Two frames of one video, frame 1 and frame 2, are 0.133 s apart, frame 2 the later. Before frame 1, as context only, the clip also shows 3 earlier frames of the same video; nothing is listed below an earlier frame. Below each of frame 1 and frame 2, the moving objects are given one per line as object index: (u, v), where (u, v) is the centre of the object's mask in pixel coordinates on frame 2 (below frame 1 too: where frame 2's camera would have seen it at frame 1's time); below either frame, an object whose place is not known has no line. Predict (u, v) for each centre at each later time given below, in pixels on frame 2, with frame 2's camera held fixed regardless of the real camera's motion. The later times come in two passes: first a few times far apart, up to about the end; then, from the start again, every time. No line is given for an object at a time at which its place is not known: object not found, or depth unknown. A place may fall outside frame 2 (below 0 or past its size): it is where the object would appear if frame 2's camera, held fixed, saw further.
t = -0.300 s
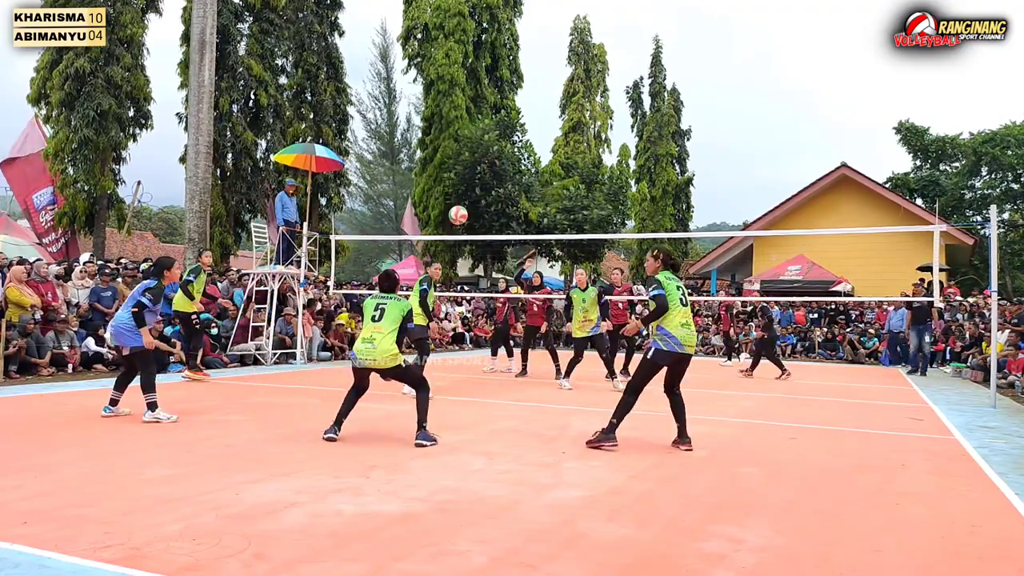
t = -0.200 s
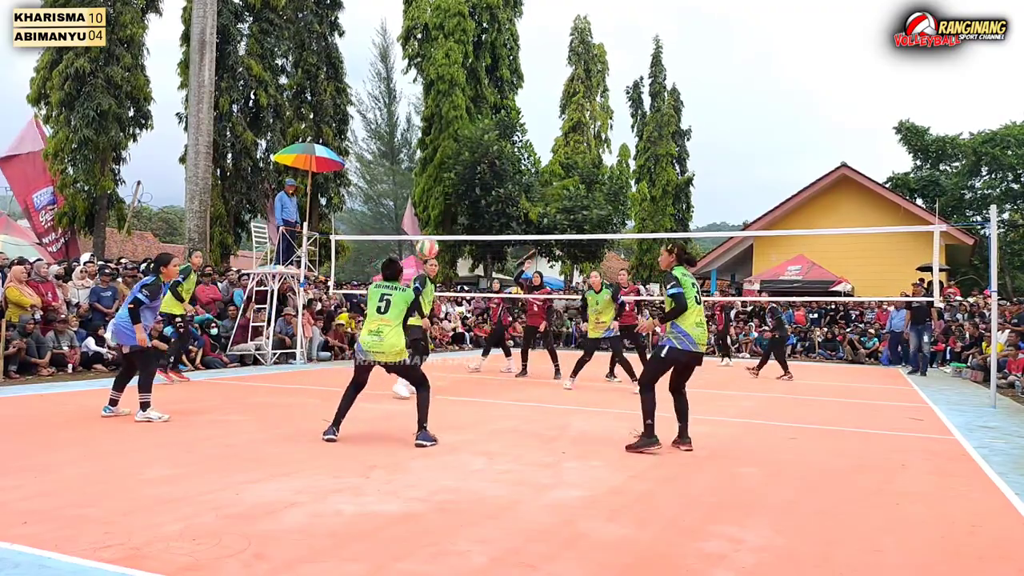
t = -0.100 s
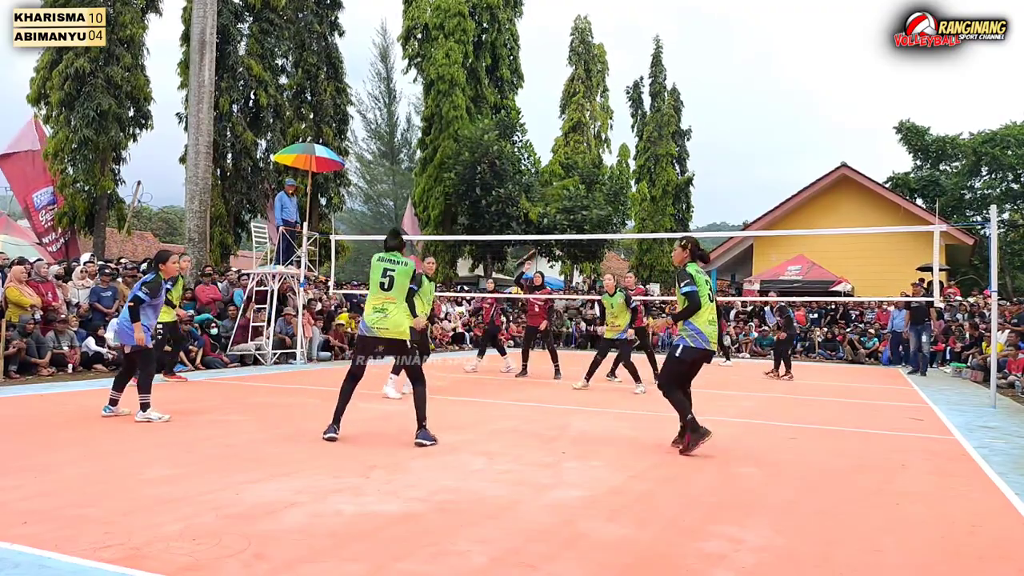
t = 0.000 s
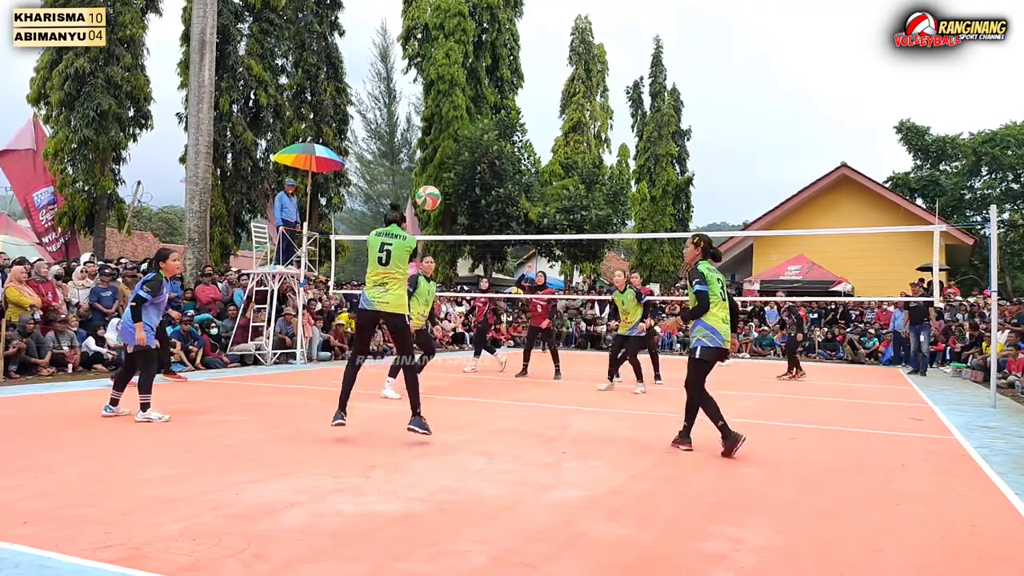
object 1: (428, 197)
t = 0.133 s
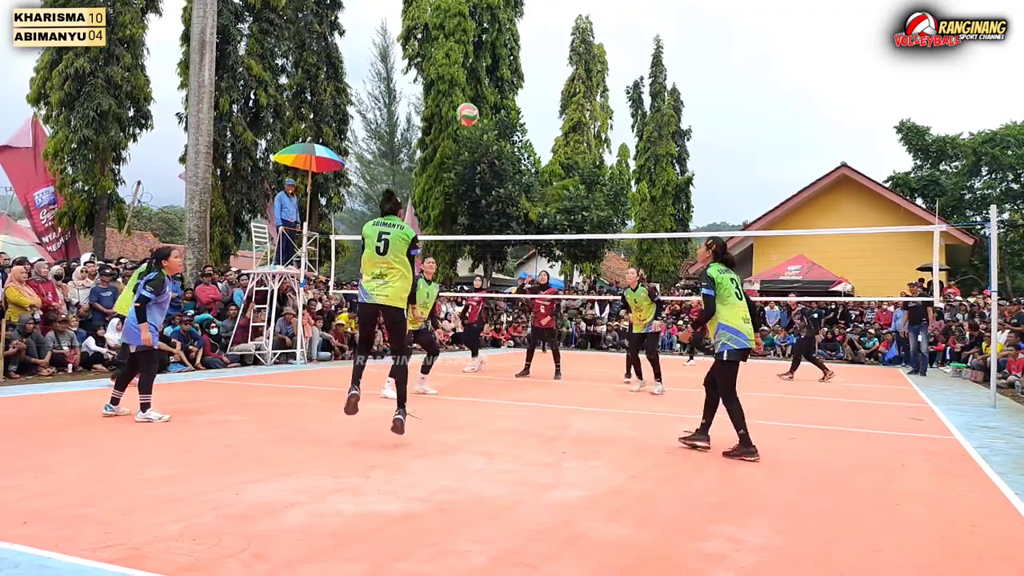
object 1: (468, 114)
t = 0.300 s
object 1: (502, 49)
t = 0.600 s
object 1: (540, 12)
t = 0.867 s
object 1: (558, 43)
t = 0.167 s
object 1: (475, 98)
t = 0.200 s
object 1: (483, 84)
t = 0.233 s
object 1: (489, 71)
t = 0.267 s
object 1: (496, 60)
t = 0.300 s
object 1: (502, 49)
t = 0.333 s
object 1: (508, 40)
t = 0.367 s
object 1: (513, 33)
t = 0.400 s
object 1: (517, 27)
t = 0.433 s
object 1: (522, 22)
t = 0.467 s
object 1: (526, 18)
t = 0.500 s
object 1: (530, 15)
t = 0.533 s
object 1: (533, 13)
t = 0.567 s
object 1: (537, 12)
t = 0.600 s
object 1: (540, 12)
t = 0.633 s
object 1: (543, 13)
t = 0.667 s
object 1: (546, 15)
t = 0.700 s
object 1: (548, 18)
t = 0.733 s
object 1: (550, 21)
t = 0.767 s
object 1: (553, 25)
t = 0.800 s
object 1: (554, 30)
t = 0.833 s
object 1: (556, 36)
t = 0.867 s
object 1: (558, 43)
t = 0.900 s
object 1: (560, 50)
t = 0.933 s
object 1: (561, 59)
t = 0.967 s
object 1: (562, 67)
